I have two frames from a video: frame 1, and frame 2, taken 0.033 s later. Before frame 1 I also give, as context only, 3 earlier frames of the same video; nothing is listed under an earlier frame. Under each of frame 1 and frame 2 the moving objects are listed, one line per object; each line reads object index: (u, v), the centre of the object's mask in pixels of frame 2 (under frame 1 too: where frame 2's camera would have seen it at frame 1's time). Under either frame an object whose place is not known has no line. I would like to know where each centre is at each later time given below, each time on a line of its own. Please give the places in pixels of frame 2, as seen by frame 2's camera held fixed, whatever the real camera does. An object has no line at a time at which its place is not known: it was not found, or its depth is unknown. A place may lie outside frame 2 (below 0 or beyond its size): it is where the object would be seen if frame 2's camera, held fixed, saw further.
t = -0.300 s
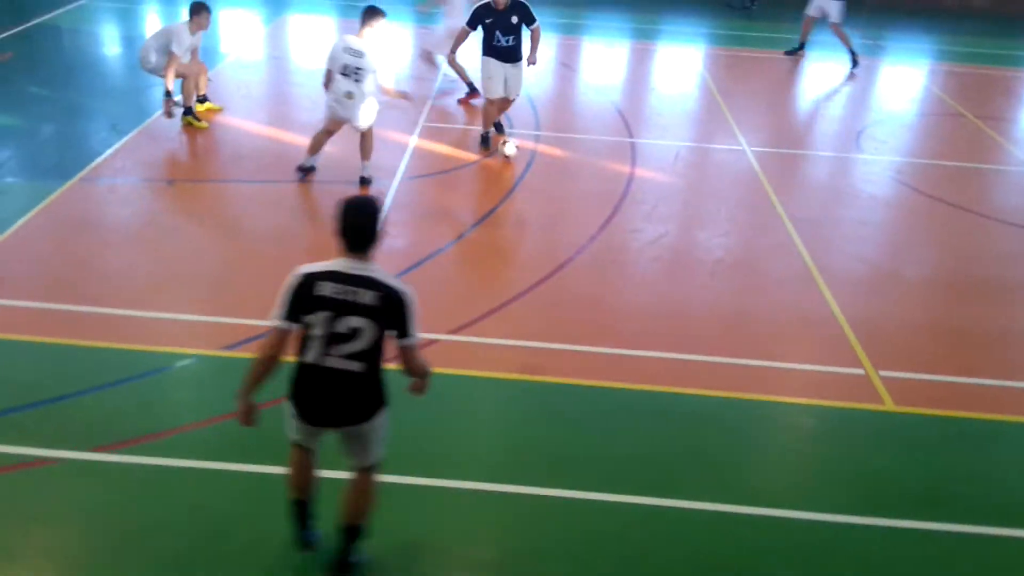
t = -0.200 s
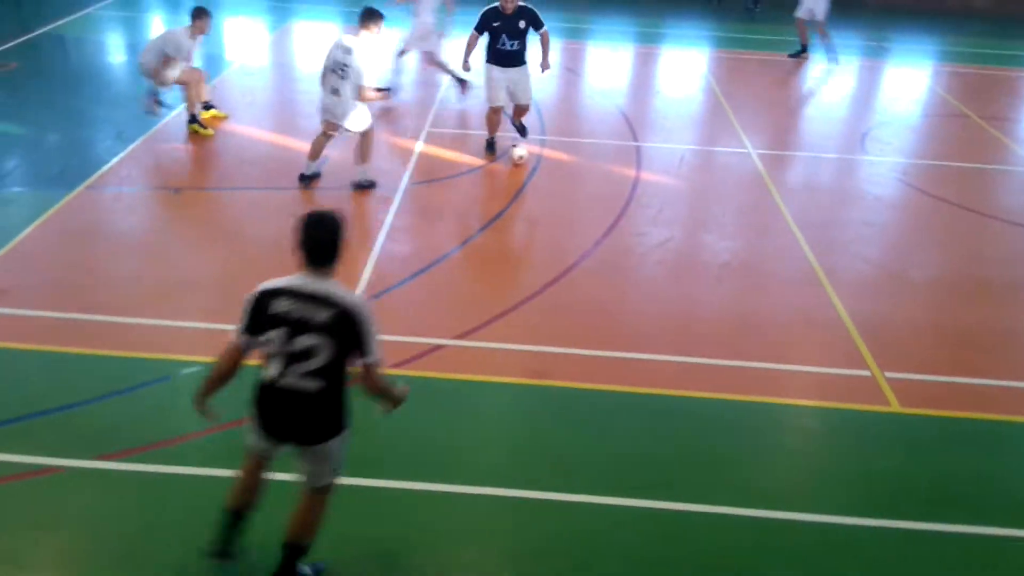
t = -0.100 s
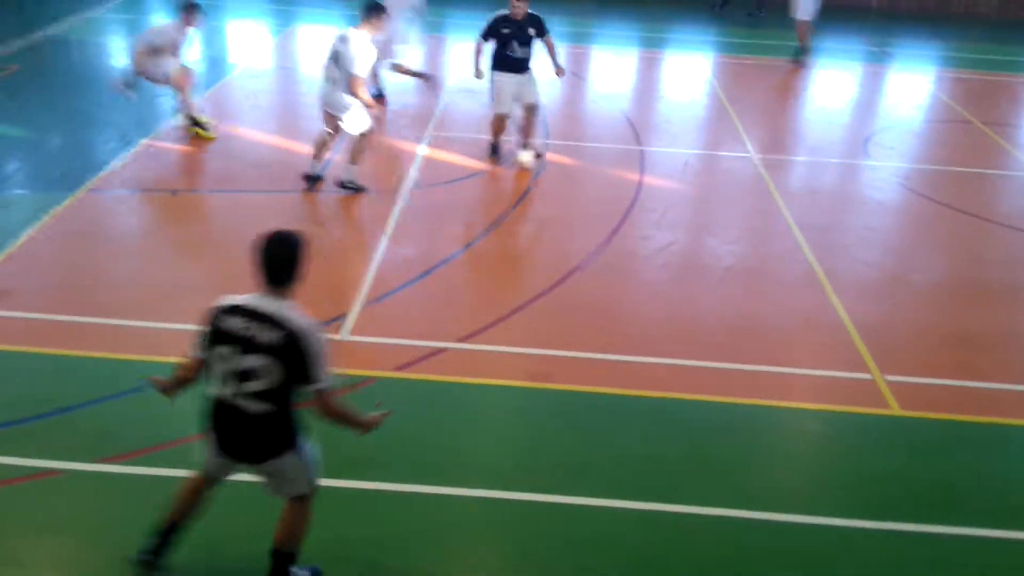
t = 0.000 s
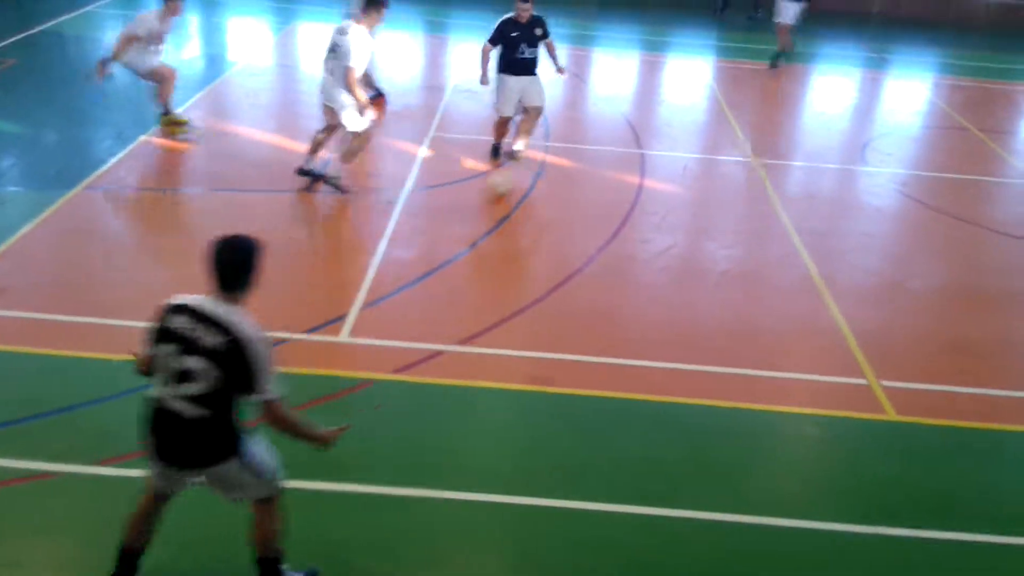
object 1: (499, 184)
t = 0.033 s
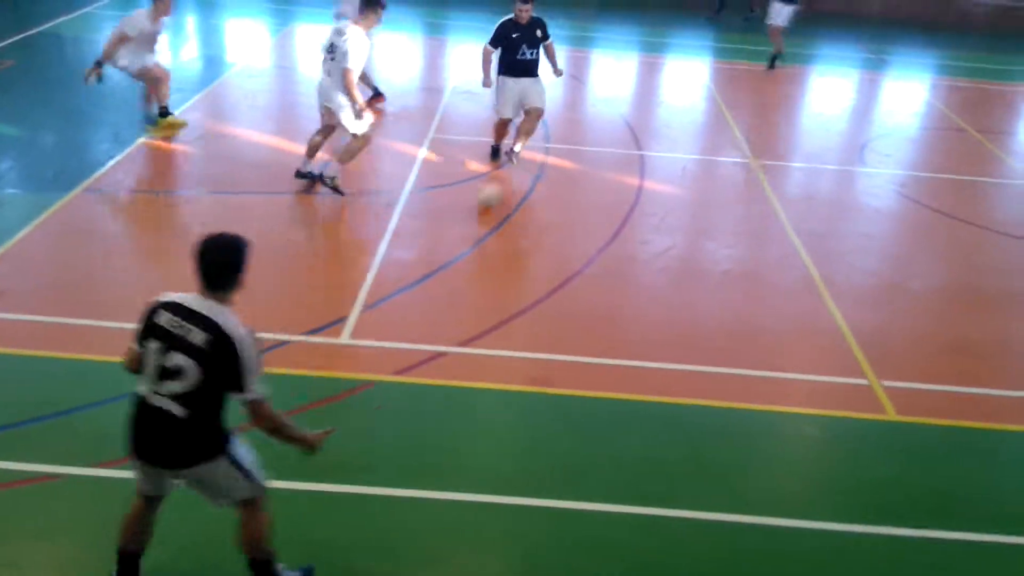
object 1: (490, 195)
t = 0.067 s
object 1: (480, 205)
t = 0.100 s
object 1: (466, 213)
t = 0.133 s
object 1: (455, 225)
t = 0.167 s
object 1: (443, 237)
